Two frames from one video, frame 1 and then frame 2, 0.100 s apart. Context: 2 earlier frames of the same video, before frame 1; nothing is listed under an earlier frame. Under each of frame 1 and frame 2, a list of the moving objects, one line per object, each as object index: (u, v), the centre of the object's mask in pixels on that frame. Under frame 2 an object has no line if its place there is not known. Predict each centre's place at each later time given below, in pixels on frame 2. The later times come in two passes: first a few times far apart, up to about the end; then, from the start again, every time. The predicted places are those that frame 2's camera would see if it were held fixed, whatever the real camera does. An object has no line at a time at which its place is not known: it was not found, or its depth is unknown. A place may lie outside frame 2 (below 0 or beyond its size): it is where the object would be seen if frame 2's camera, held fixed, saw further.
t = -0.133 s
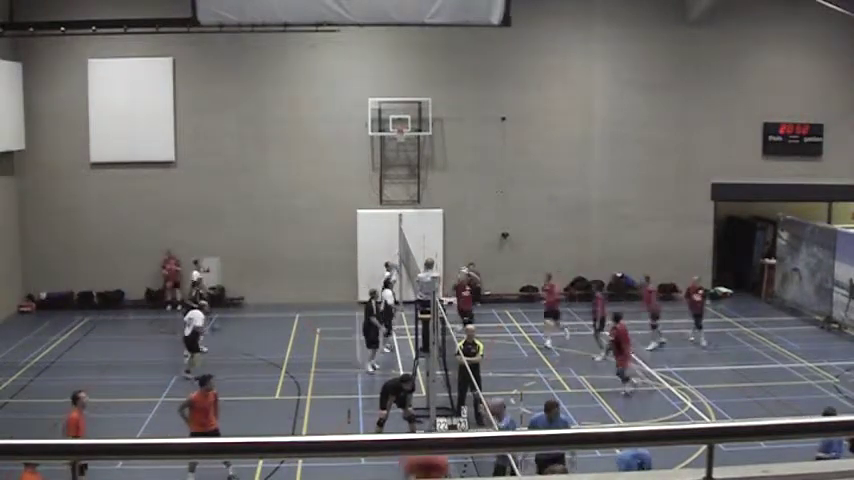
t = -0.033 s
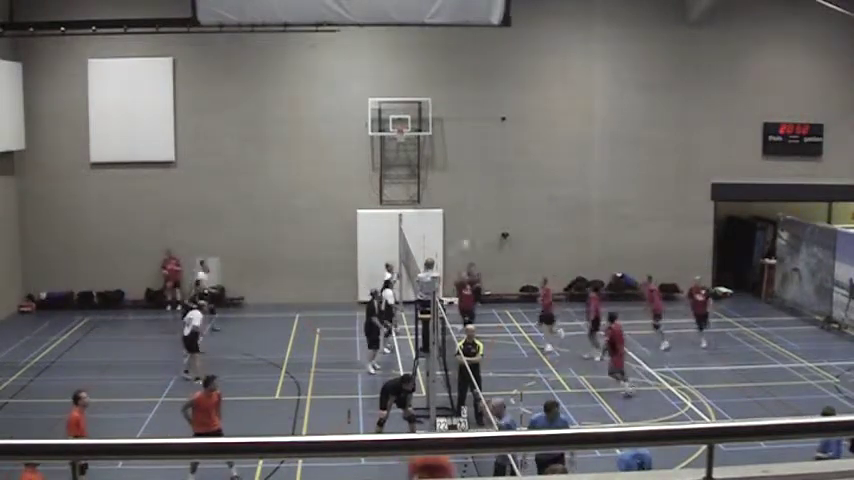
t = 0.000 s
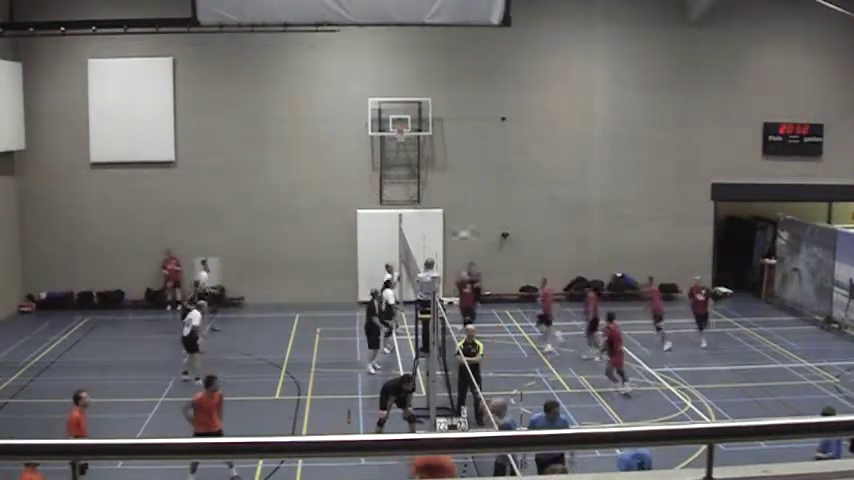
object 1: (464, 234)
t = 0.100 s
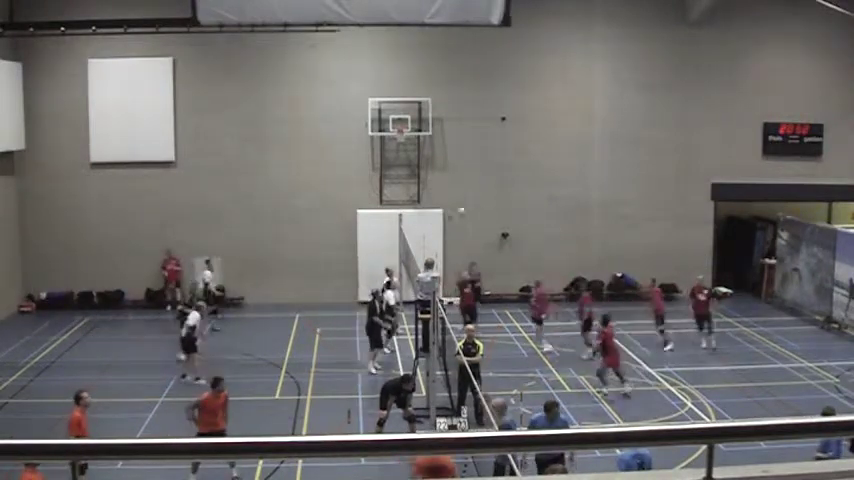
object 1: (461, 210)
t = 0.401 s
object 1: (462, 161)
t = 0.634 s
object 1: (460, 149)
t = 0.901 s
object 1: (458, 164)
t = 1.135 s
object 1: (458, 200)
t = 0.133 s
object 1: (461, 201)
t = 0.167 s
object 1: (460, 196)
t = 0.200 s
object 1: (461, 188)
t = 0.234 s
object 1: (461, 184)
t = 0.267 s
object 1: (463, 178)
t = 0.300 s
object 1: (463, 174)
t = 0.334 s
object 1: (464, 168)
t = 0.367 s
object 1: (463, 164)
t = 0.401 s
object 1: (462, 161)
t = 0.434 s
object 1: (462, 158)
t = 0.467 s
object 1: (461, 155)
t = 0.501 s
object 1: (461, 153)
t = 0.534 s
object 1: (461, 152)
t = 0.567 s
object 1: (460, 150)
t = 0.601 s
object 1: (460, 150)
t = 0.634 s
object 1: (460, 149)
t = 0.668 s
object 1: (460, 149)
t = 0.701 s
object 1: (460, 150)
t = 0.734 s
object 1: (460, 151)
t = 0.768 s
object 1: (460, 152)
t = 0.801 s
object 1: (459, 154)
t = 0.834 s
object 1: (459, 157)
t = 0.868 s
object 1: (458, 160)
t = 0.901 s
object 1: (458, 164)
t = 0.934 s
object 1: (458, 168)
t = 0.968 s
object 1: (458, 173)
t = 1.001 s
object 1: (458, 177)
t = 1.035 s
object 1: (458, 181)
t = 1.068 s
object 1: (456, 187)
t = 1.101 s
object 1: (458, 197)
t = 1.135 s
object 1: (458, 200)
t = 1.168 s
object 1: (457, 213)
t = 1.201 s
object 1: (457, 217)
